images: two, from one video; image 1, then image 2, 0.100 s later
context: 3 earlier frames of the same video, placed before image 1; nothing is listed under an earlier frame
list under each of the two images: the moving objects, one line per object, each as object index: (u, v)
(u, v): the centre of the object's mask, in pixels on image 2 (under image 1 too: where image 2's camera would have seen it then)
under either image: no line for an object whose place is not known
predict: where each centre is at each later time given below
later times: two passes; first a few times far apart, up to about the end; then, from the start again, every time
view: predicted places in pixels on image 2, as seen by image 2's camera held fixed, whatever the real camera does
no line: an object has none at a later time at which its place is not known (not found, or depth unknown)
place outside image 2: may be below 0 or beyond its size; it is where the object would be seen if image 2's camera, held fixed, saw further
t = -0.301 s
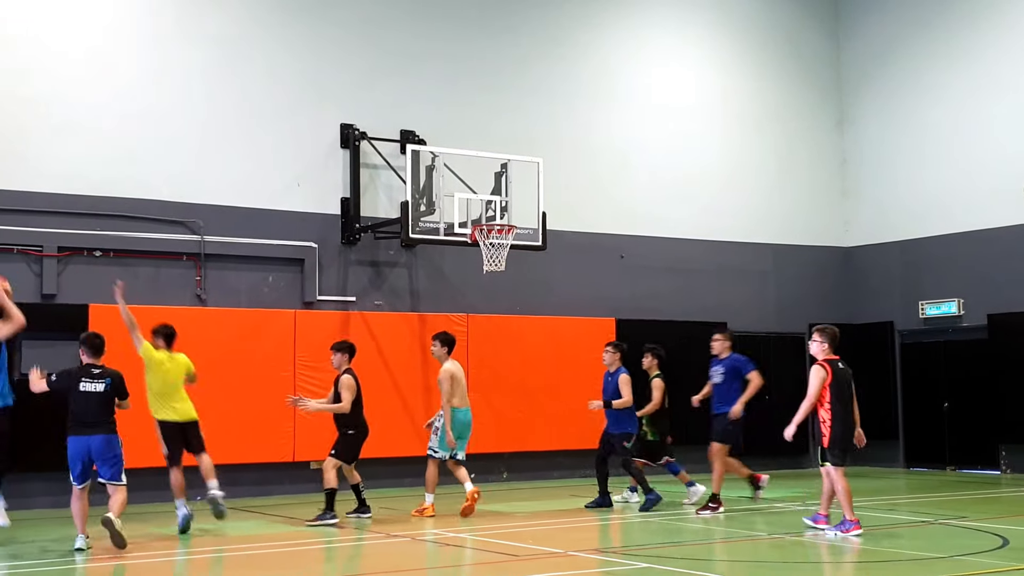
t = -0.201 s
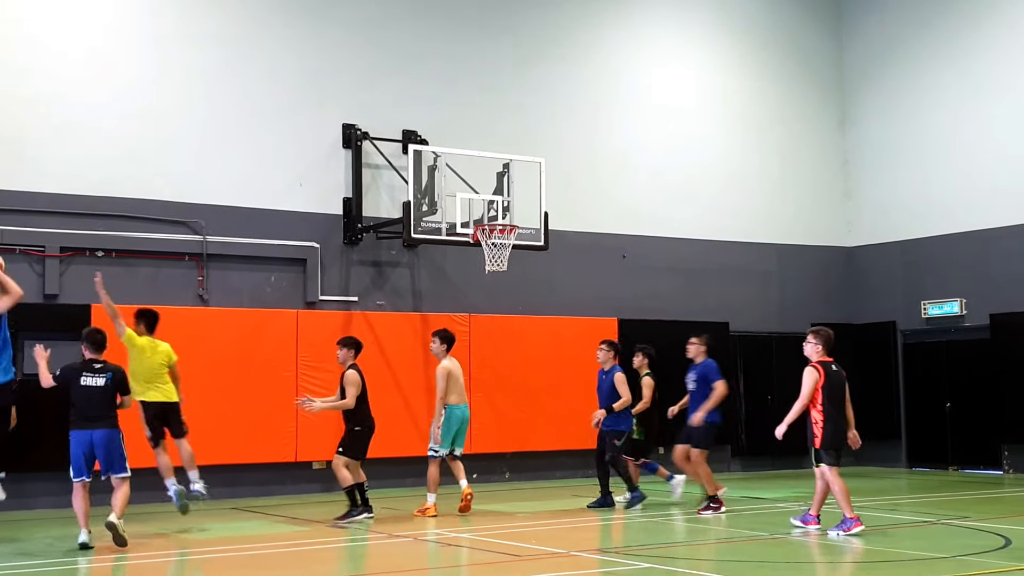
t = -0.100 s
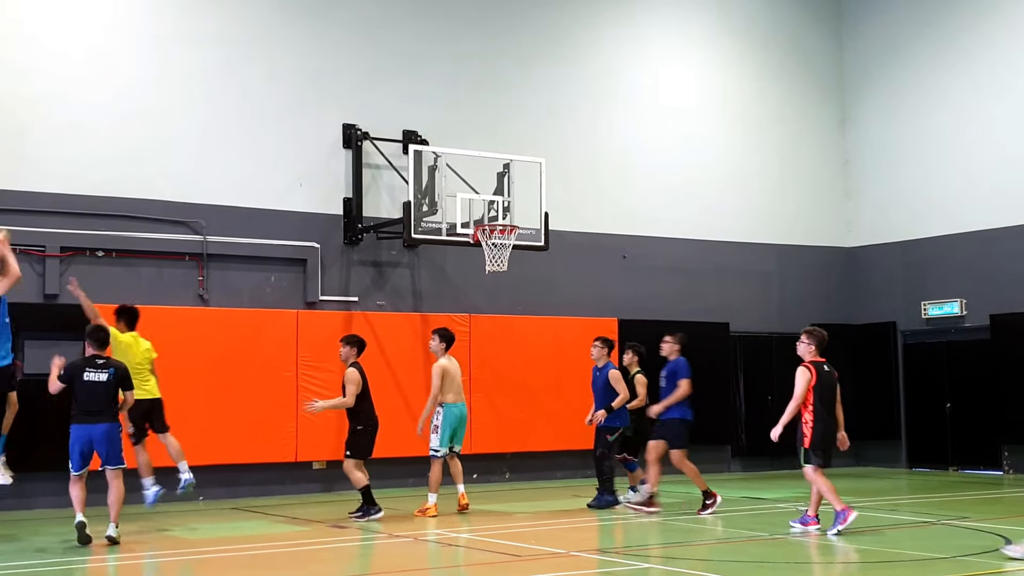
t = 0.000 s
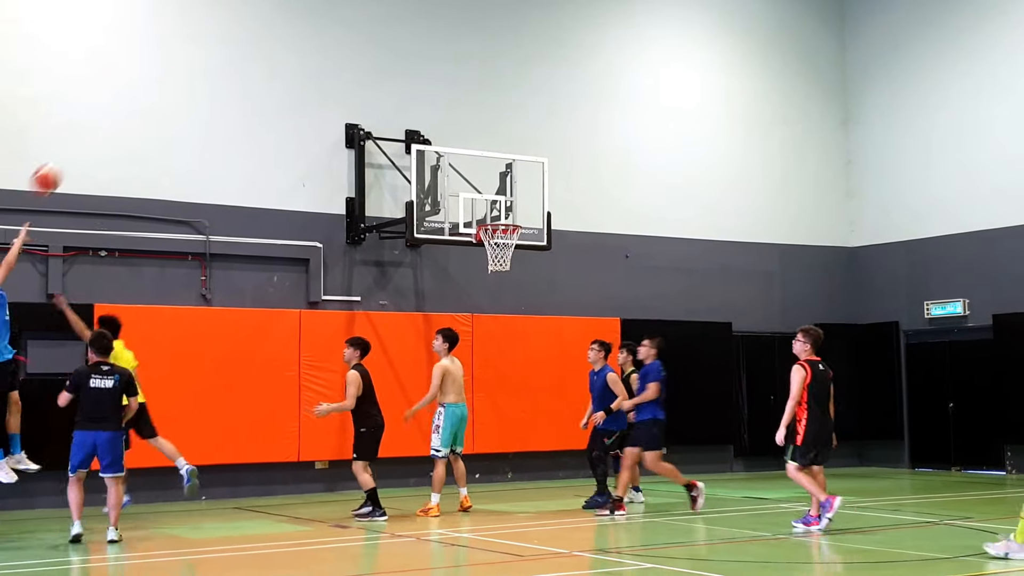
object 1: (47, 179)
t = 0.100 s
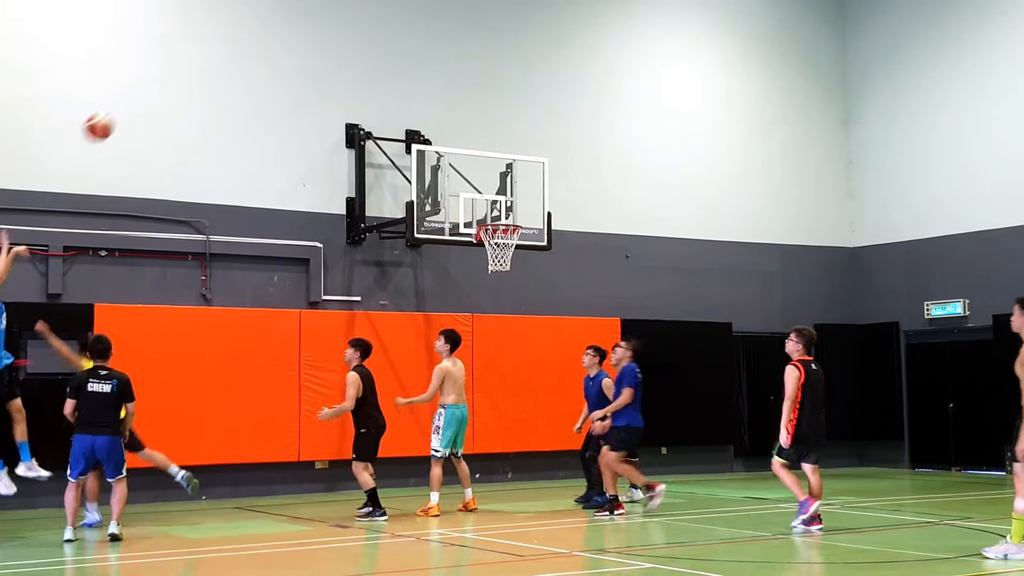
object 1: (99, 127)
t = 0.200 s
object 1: (147, 88)
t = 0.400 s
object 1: (237, 47)
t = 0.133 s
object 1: (115, 113)
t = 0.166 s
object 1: (131, 101)
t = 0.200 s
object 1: (147, 88)
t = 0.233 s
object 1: (162, 78)
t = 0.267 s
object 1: (177, 70)
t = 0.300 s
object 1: (192, 62)
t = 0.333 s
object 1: (208, 56)
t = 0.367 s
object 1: (222, 51)
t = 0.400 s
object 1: (237, 47)
